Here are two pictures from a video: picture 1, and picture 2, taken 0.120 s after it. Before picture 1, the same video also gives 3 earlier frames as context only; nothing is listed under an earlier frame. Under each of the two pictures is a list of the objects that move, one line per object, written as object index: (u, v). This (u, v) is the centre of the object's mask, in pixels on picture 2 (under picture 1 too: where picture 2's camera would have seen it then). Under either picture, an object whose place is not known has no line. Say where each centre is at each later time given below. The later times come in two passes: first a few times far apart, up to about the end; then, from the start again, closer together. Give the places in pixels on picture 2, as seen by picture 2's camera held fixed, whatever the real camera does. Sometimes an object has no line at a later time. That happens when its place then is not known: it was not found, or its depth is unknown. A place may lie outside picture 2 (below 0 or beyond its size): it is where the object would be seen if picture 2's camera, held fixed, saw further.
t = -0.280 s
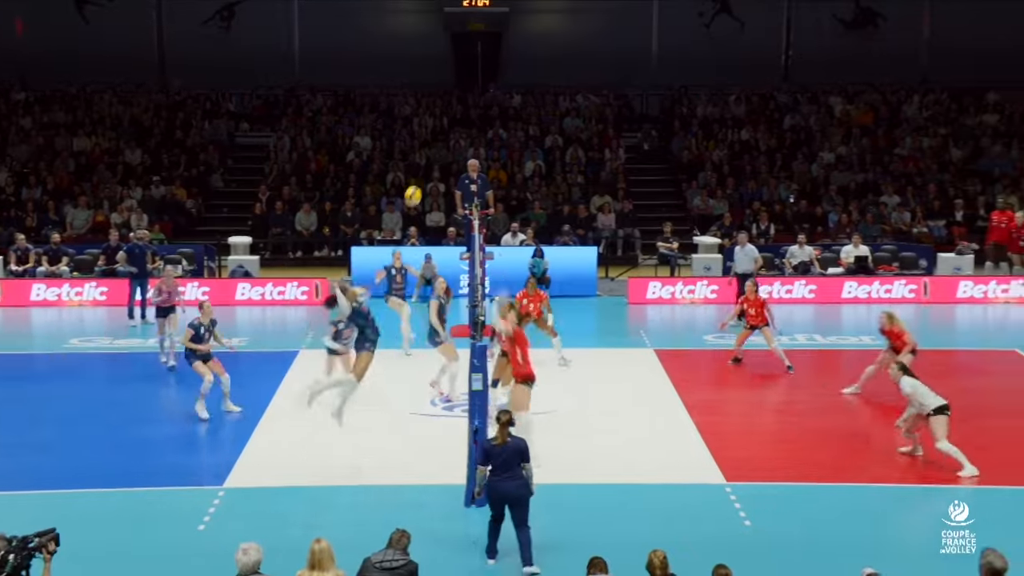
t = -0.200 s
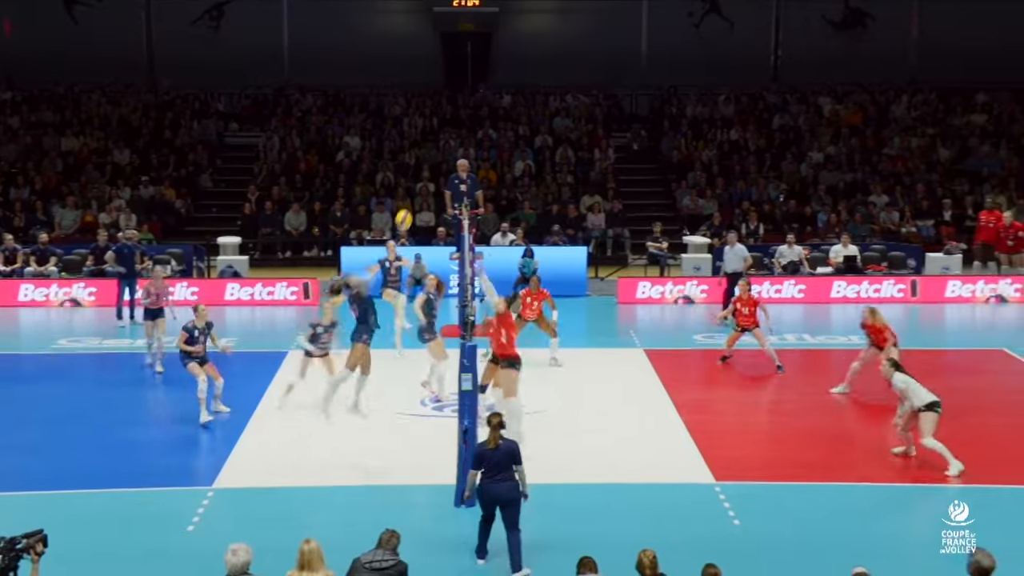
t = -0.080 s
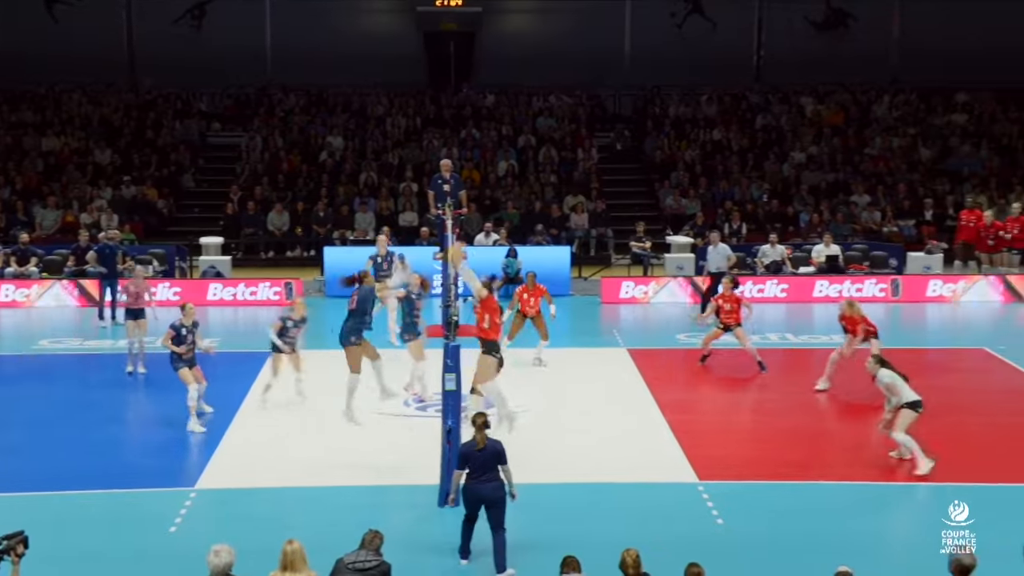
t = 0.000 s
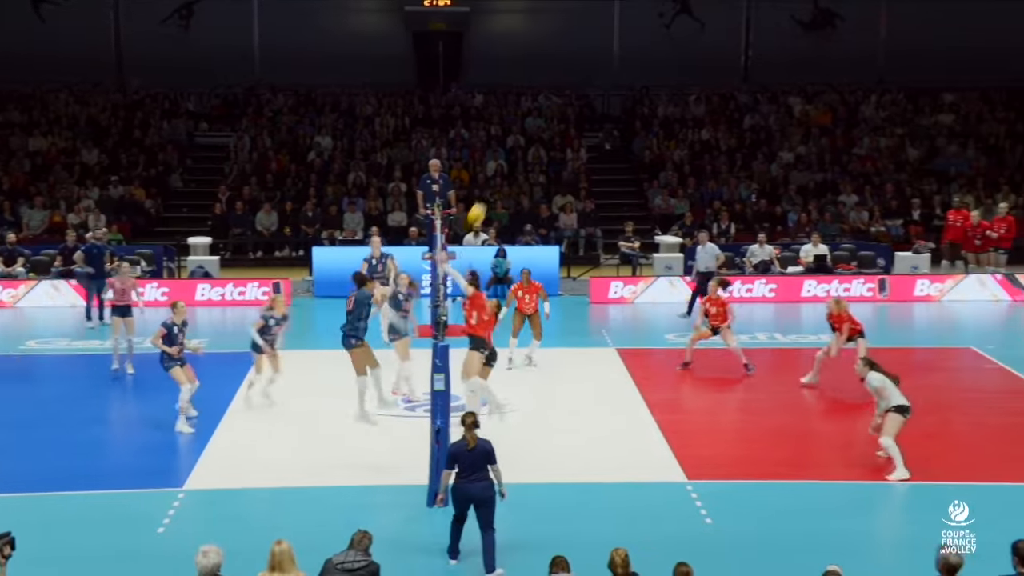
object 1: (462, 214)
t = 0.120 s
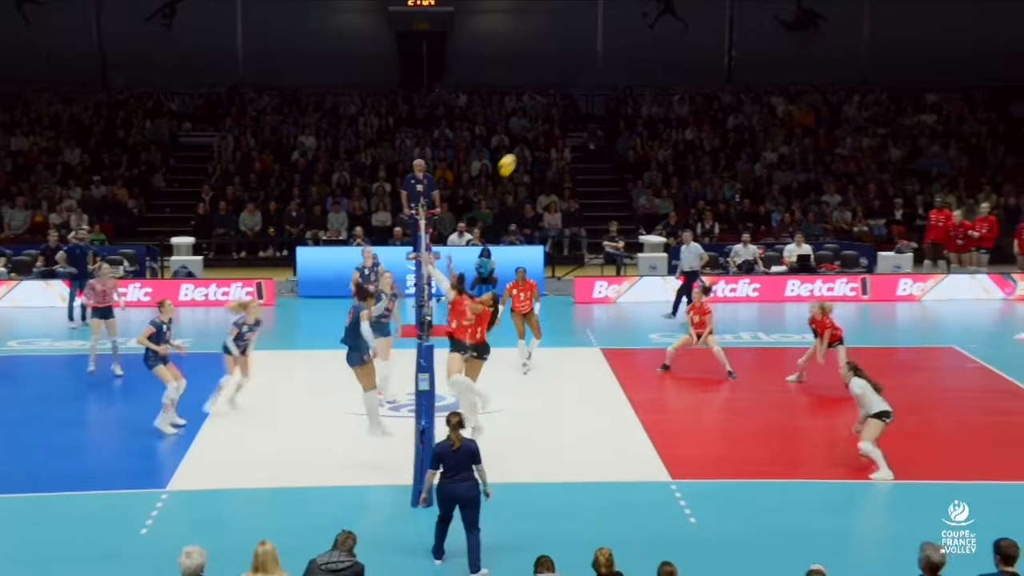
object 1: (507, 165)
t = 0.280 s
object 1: (566, 118)
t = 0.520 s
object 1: (652, 86)
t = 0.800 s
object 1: (745, 105)
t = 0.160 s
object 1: (522, 152)
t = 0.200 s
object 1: (537, 139)
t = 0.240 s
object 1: (551, 128)
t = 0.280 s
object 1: (566, 118)
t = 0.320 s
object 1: (581, 109)
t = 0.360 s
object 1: (595, 103)
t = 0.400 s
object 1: (610, 96)
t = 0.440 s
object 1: (624, 92)
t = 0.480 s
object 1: (638, 89)
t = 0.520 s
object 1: (652, 86)
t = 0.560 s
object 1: (666, 86)
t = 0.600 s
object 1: (680, 86)
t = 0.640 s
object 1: (694, 87)
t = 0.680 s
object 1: (706, 90)
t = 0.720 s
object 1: (720, 94)
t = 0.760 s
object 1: (732, 99)
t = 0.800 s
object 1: (745, 105)
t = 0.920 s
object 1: (782, 130)
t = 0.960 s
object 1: (795, 141)
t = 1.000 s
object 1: (807, 153)
